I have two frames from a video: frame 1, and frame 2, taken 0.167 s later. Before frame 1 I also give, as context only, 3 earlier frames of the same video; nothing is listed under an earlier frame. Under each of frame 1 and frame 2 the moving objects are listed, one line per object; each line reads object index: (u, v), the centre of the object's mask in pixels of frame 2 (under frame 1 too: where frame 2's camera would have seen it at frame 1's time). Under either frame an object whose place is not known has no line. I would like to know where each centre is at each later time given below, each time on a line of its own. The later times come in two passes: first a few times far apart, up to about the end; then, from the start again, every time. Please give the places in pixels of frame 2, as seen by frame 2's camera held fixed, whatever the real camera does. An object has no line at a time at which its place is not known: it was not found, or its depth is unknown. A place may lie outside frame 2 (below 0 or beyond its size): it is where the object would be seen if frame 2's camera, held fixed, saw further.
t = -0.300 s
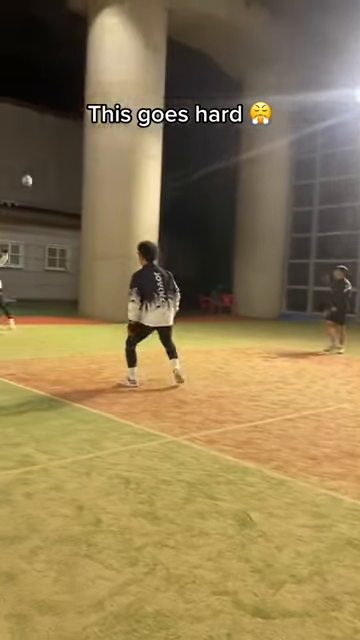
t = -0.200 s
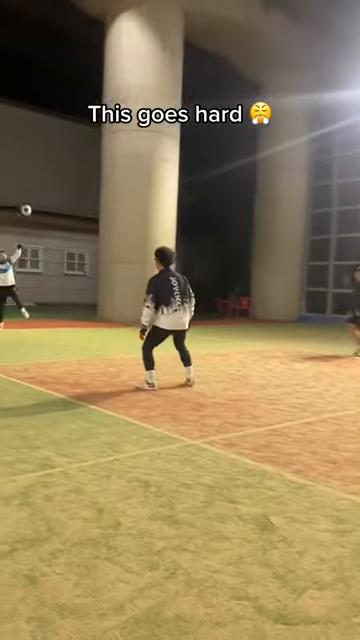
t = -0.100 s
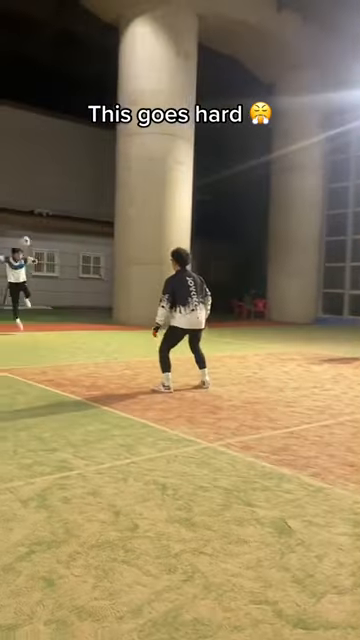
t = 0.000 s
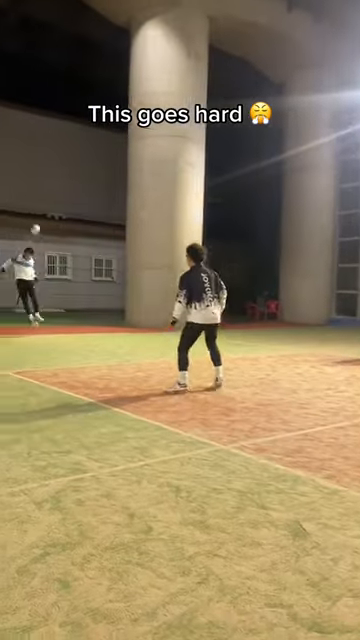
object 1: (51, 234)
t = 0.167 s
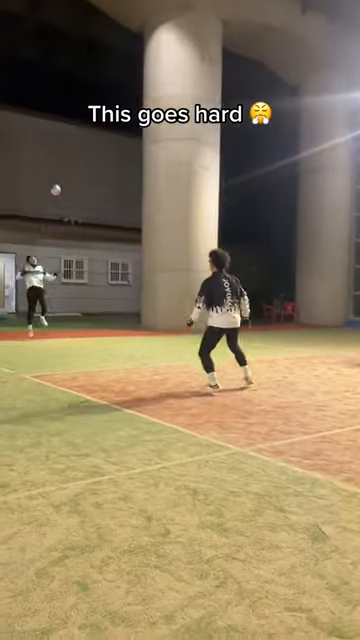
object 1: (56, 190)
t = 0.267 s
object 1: (58, 168)
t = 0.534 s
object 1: (65, 130)
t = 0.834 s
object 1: (72, 126)
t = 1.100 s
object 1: (79, 162)
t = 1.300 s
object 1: (85, 216)
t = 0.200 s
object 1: (56, 182)
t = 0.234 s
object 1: (57, 175)
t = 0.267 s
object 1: (58, 168)
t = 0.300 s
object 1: (59, 162)
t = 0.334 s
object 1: (59, 156)
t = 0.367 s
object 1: (61, 150)
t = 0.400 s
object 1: (61, 145)
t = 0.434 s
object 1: (63, 141)
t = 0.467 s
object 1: (63, 137)
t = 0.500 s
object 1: (64, 134)
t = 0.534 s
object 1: (65, 130)
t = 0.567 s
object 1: (66, 128)
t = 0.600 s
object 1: (66, 126)
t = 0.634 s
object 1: (67, 124)
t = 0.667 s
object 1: (68, 123)
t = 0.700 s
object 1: (69, 122)
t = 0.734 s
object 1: (70, 123)
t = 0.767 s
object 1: (70, 123)
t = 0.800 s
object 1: (71, 124)
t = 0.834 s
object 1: (72, 126)
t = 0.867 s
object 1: (73, 128)
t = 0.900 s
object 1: (74, 131)
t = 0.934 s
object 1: (75, 134)
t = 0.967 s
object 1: (76, 138)
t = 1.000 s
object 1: (77, 144)
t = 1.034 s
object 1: (77, 149)
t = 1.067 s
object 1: (78, 155)
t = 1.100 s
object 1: (79, 162)
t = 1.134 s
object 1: (80, 169)
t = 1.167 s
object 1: (81, 177)
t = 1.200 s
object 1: (82, 186)
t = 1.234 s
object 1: (83, 195)
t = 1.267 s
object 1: (84, 205)
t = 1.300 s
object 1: (85, 216)
